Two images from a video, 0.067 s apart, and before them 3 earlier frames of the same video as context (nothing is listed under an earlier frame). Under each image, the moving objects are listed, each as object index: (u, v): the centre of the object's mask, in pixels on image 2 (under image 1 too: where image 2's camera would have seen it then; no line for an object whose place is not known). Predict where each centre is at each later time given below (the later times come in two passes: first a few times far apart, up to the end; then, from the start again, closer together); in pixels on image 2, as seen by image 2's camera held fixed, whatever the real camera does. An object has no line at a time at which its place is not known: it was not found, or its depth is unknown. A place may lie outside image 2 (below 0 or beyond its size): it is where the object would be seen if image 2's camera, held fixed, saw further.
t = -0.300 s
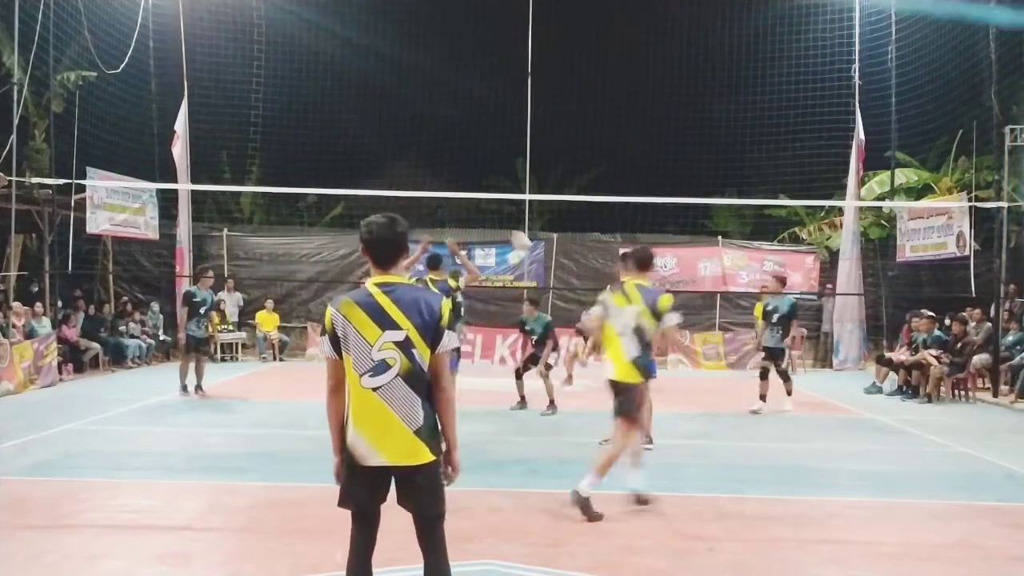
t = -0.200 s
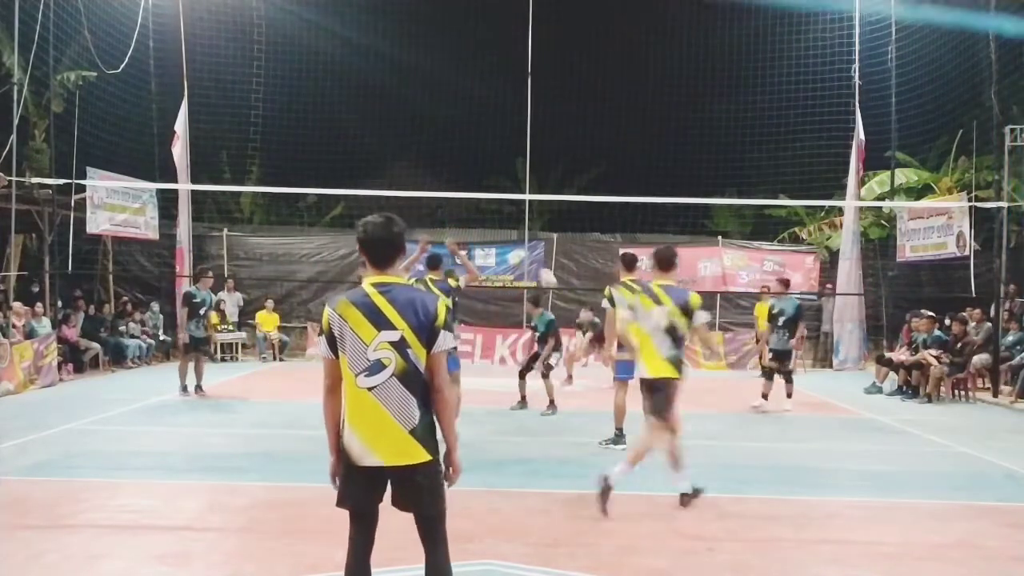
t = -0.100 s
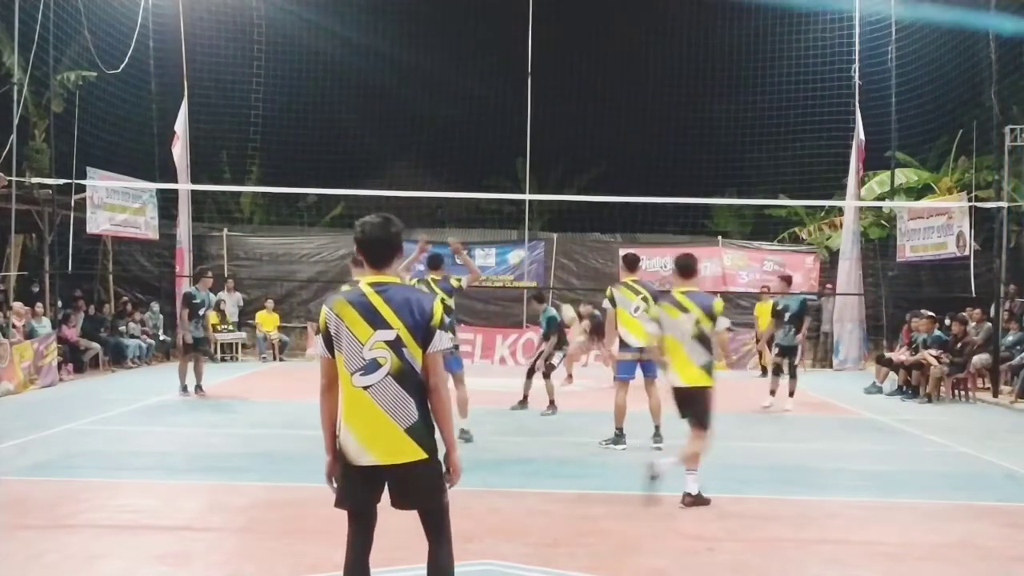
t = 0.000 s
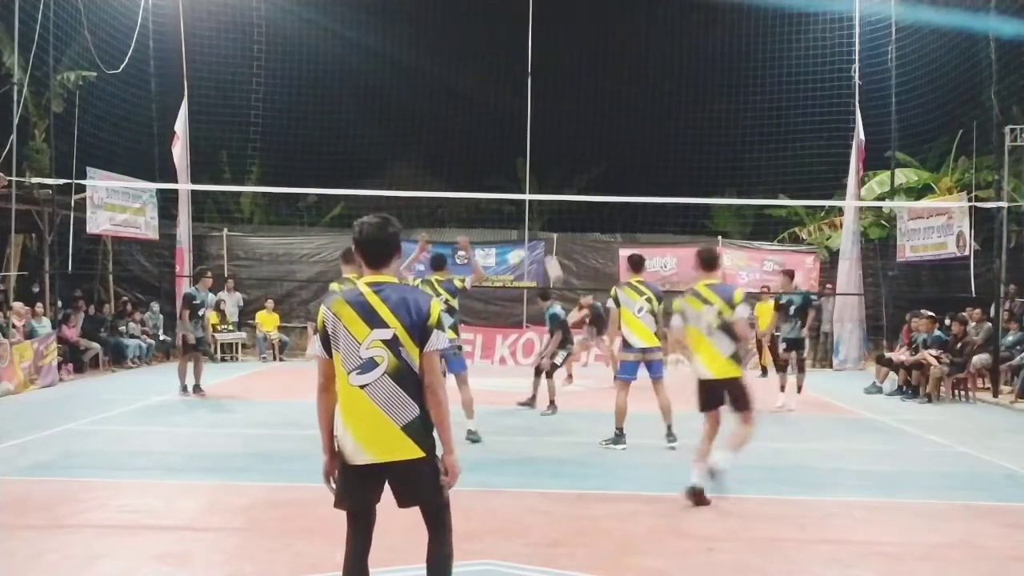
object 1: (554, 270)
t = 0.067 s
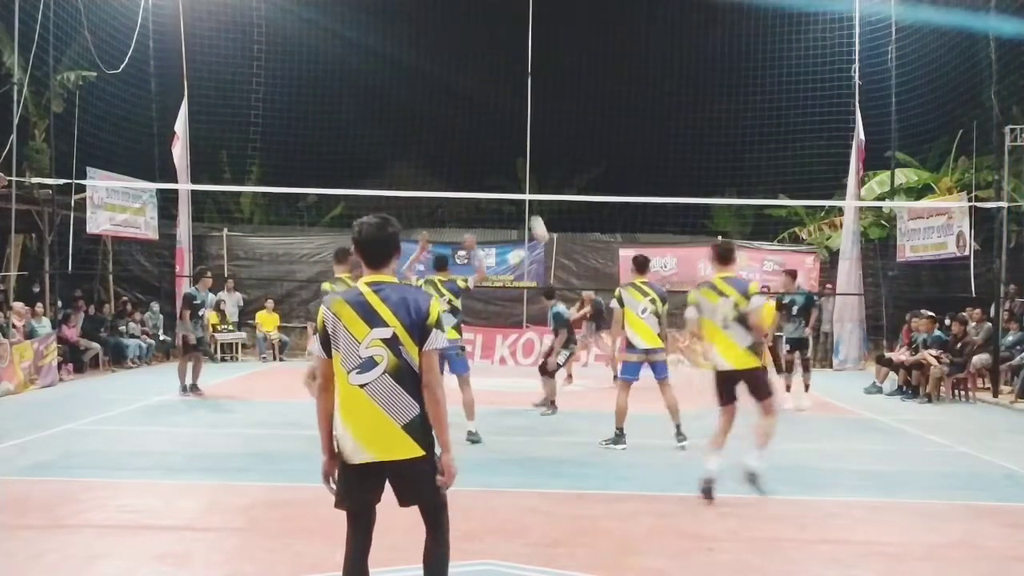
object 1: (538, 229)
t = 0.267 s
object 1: (493, 126)
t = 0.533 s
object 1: (429, 25)
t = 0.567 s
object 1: (422, 16)
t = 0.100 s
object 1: (532, 212)
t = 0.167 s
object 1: (516, 175)
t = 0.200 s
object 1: (509, 158)
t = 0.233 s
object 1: (501, 142)
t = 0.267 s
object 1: (493, 126)
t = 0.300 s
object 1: (485, 111)
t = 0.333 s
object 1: (477, 97)
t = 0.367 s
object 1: (469, 83)
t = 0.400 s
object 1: (462, 71)
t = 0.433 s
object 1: (453, 57)
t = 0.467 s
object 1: (446, 46)
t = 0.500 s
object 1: (438, 36)
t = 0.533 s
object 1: (429, 25)
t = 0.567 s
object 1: (422, 16)
